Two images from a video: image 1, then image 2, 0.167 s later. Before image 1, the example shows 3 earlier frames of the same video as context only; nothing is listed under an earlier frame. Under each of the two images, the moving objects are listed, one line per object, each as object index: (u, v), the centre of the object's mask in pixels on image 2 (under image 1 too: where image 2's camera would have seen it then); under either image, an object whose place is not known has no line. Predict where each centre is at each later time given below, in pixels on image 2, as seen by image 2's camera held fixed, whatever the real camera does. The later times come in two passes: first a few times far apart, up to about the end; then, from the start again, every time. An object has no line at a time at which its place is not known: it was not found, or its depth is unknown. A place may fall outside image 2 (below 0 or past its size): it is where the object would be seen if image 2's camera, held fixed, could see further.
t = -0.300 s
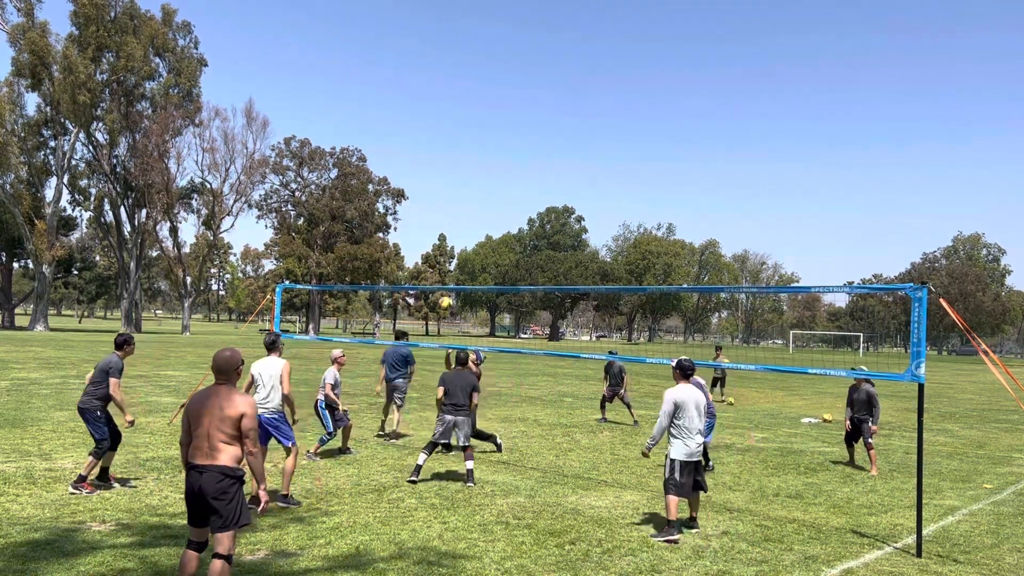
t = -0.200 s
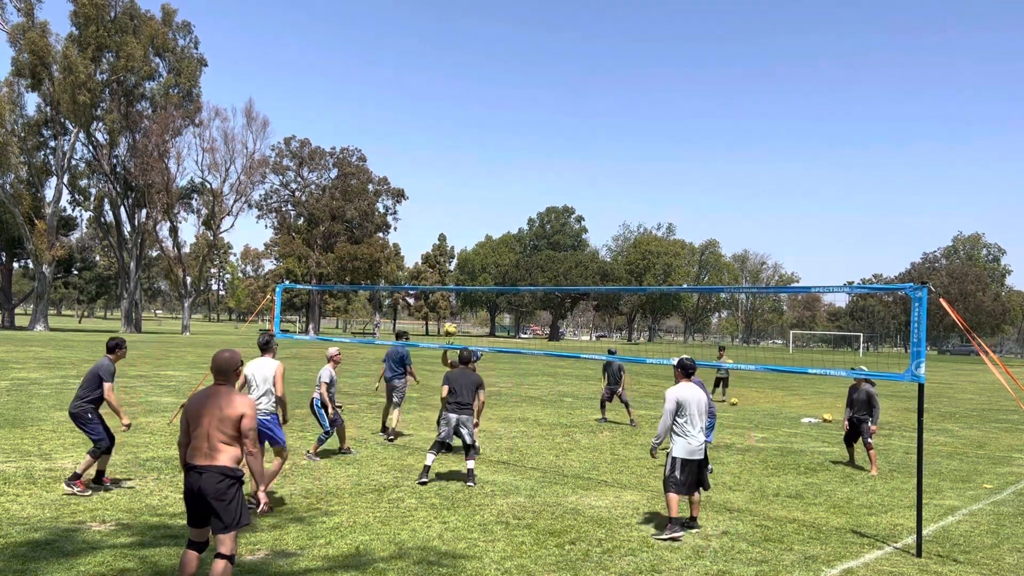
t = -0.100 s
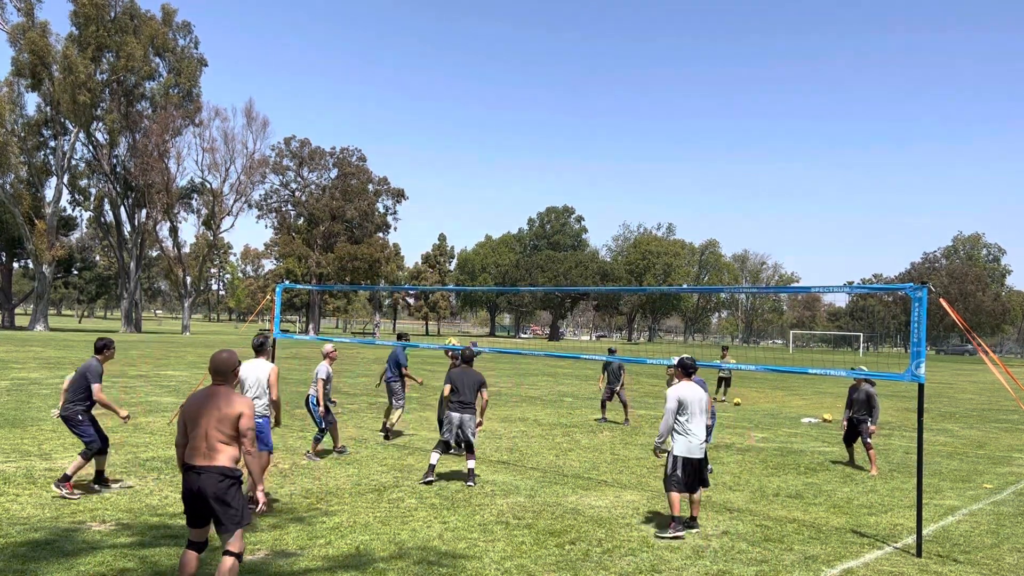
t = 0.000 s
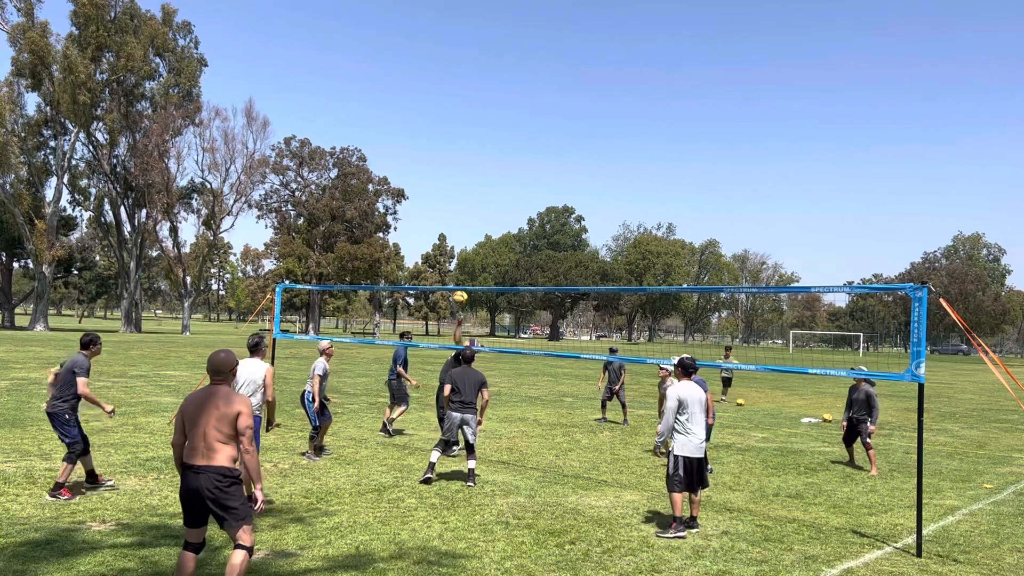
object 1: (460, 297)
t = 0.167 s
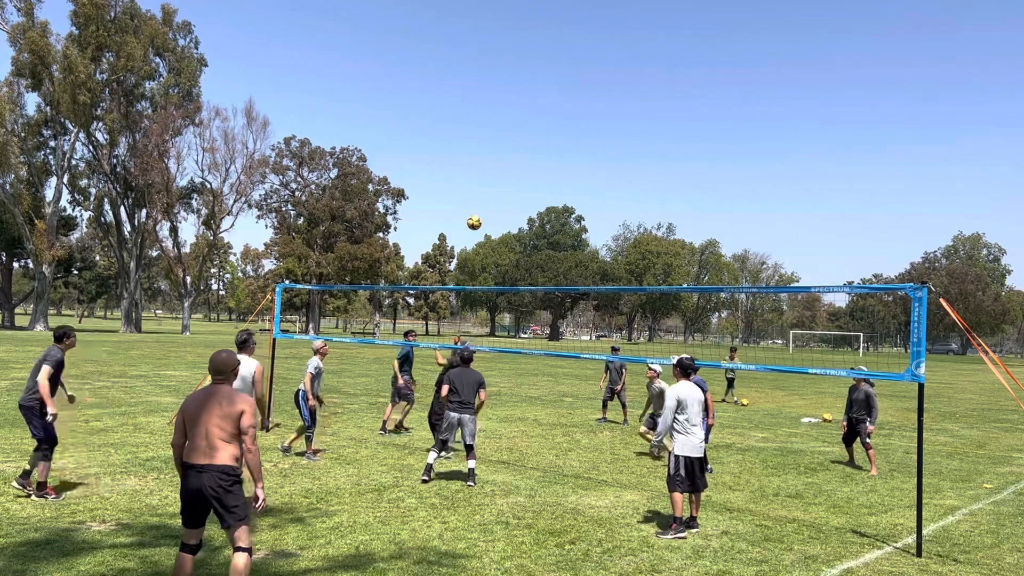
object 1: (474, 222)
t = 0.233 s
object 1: (479, 198)
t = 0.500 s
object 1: (500, 132)
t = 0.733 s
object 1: (519, 114)
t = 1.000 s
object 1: (541, 138)
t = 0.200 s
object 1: (477, 210)
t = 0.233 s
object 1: (479, 198)
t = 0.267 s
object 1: (482, 187)
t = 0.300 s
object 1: (484, 177)
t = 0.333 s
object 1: (487, 168)
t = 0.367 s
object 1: (489, 159)
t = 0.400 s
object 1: (492, 151)
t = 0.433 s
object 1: (495, 144)
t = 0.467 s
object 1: (498, 137)
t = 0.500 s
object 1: (500, 132)
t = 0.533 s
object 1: (503, 127)
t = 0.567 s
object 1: (506, 123)
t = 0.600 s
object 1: (509, 119)
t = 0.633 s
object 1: (511, 117)
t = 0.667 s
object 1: (514, 115)
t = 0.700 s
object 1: (517, 114)
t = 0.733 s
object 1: (519, 114)
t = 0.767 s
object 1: (522, 114)
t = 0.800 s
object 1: (525, 115)
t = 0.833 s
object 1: (528, 117)
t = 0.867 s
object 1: (530, 120)
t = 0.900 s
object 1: (533, 123)
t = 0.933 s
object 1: (536, 128)
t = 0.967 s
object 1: (538, 132)
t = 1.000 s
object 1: (541, 138)
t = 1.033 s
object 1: (544, 145)
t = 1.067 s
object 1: (546, 152)
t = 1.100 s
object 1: (549, 160)
